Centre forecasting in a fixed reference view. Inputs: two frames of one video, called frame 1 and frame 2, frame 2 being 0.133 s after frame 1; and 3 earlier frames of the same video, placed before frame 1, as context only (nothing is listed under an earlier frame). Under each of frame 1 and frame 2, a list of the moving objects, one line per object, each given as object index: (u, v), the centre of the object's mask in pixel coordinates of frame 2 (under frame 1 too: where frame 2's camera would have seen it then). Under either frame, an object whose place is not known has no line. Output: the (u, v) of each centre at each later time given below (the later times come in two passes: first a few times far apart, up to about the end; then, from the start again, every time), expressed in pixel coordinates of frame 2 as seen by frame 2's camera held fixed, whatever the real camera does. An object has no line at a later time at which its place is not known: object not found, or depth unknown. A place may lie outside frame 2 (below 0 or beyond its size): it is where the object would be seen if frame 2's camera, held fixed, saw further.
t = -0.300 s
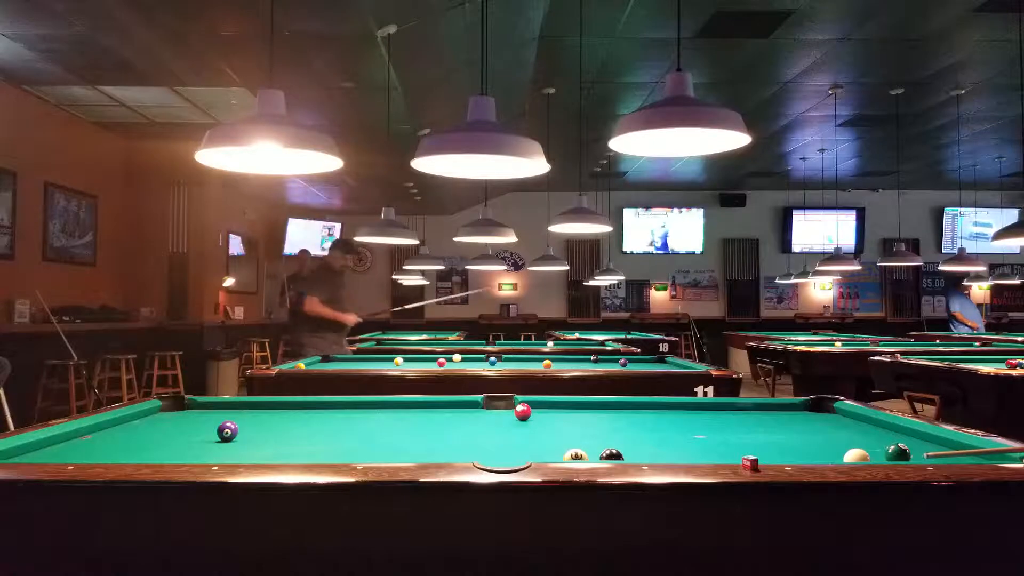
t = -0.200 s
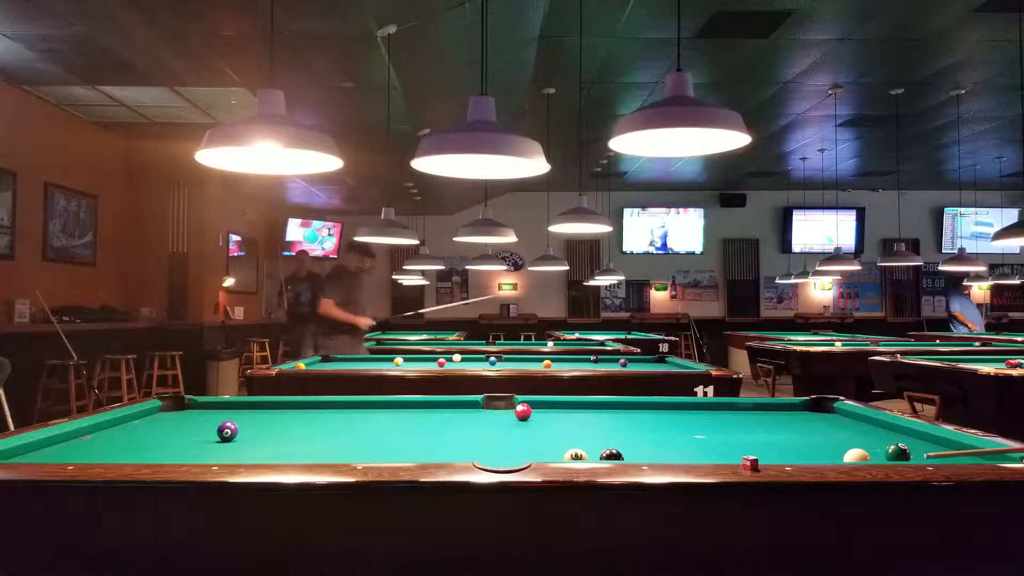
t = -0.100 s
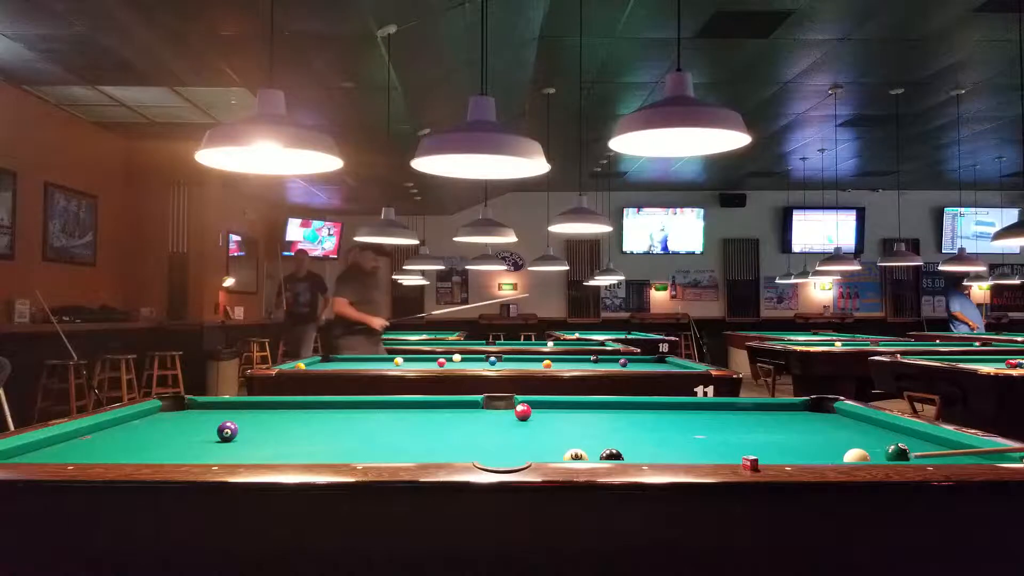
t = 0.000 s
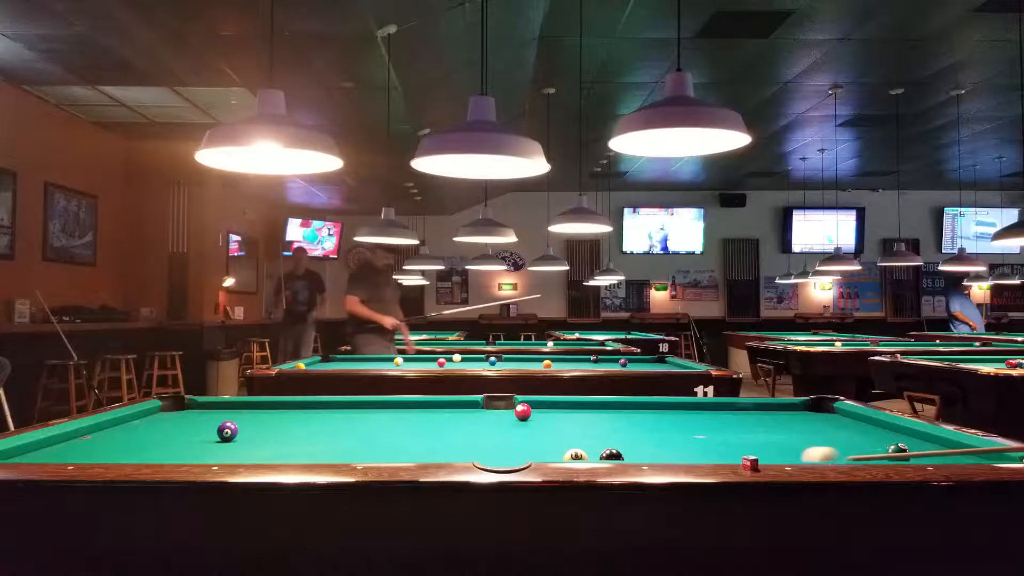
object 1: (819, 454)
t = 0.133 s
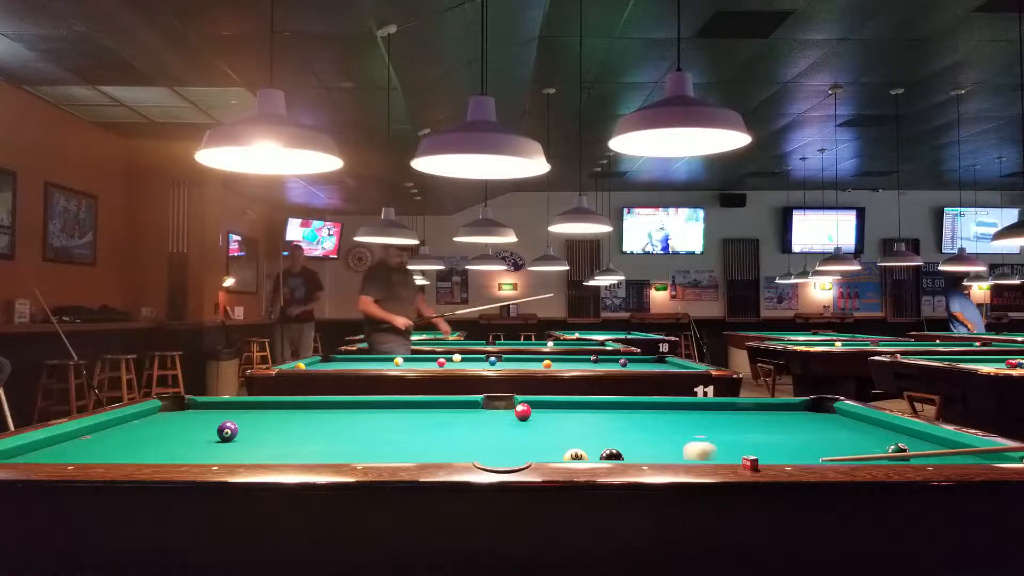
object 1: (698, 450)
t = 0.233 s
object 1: (619, 444)
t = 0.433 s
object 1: (470, 442)
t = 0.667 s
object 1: (313, 436)
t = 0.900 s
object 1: (177, 436)
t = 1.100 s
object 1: (63, 439)
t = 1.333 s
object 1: (112, 442)
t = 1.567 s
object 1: (171, 446)
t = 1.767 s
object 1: (223, 448)
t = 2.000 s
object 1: (285, 450)
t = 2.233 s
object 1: (347, 451)
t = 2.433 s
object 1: (400, 452)
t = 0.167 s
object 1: (671, 450)
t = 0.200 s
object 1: (645, 449)
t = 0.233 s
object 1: (619, 444)
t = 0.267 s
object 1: (593, 446)
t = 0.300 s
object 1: (566, 443)
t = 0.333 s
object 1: (542, 445)
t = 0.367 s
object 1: (518, 444)
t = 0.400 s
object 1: (494, 443)
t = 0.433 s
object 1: (470, 442)
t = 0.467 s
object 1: (446, 441)
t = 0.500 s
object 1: (423, 440)
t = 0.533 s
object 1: (401, 439)
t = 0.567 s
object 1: (379, 438)
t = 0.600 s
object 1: (357, 437)
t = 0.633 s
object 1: (335, 436)
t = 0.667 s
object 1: (313, 436)
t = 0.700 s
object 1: (292, 435)
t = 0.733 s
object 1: (270, 435)
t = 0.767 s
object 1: (251, 434)
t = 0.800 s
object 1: (230, 433)
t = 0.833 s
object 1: (213, 434)
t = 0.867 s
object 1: (195, 435)
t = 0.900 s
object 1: (177, 436)
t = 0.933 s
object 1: (158, 436)
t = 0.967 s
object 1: (140, 437)
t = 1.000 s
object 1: (120, 438)
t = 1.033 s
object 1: (101, 438)
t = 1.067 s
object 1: (82, 438)
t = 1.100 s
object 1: (63, 439)
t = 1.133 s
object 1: (57, 439)
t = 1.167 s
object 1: (68, 440)
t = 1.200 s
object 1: (77, 440)
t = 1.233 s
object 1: (86, 441)
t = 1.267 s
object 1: (95, 441)
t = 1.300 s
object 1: (103, 442)
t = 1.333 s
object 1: (112, 442)
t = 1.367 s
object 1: (120, 443)
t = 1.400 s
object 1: (128, 443)
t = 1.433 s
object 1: (137, 444)
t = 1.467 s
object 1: (146, 444)
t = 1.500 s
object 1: (154, 445)
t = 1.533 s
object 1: (163, 445)
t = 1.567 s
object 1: (171, 446)
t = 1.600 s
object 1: (180, 446)
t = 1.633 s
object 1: (188, 446)
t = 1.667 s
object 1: (197, 447)
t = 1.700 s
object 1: (206, 447)
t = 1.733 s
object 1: (215, 448)
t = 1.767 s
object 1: (223, 448)
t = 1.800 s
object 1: (232, 448)
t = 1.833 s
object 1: (241, 448)
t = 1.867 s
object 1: (249, 449)
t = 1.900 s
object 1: (258, 449)
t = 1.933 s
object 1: (267, 449)
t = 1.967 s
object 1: (276, 450)
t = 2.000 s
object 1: (285, 450)
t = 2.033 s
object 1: (294, 450)
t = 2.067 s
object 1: (303, 450)
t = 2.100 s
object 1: (311, 451)
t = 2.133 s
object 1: (320, 451)
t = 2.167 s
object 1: (329, 451)
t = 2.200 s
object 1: (338, 451)
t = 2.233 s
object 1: (347, 451)
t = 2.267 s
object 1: (356, 451)
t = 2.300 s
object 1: (364, 452)
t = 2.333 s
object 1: (373, 452)
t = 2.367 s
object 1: (383, 452)
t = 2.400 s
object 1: (391, 452)
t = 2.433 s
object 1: (400, 452)
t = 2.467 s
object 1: (409, 453)
